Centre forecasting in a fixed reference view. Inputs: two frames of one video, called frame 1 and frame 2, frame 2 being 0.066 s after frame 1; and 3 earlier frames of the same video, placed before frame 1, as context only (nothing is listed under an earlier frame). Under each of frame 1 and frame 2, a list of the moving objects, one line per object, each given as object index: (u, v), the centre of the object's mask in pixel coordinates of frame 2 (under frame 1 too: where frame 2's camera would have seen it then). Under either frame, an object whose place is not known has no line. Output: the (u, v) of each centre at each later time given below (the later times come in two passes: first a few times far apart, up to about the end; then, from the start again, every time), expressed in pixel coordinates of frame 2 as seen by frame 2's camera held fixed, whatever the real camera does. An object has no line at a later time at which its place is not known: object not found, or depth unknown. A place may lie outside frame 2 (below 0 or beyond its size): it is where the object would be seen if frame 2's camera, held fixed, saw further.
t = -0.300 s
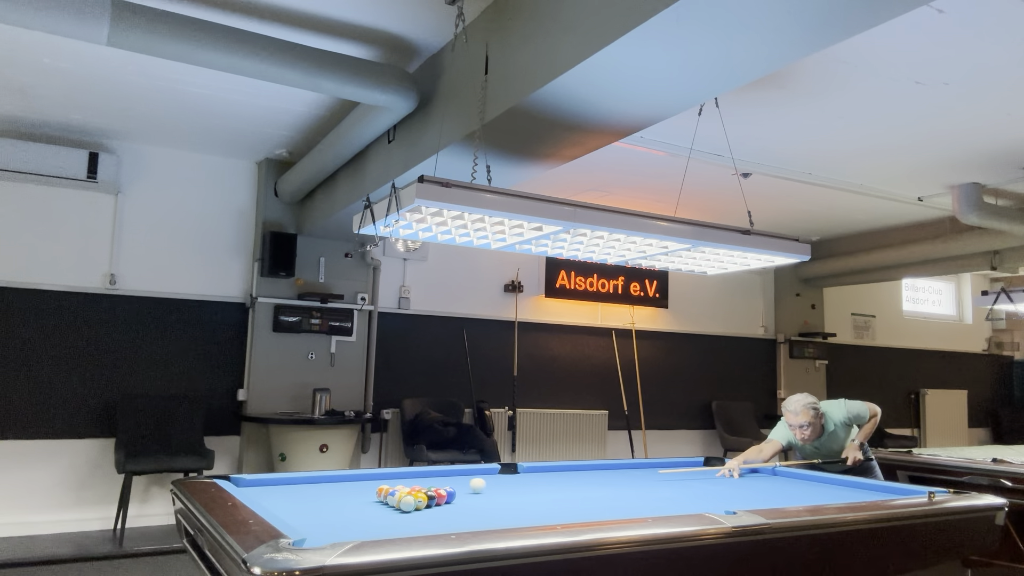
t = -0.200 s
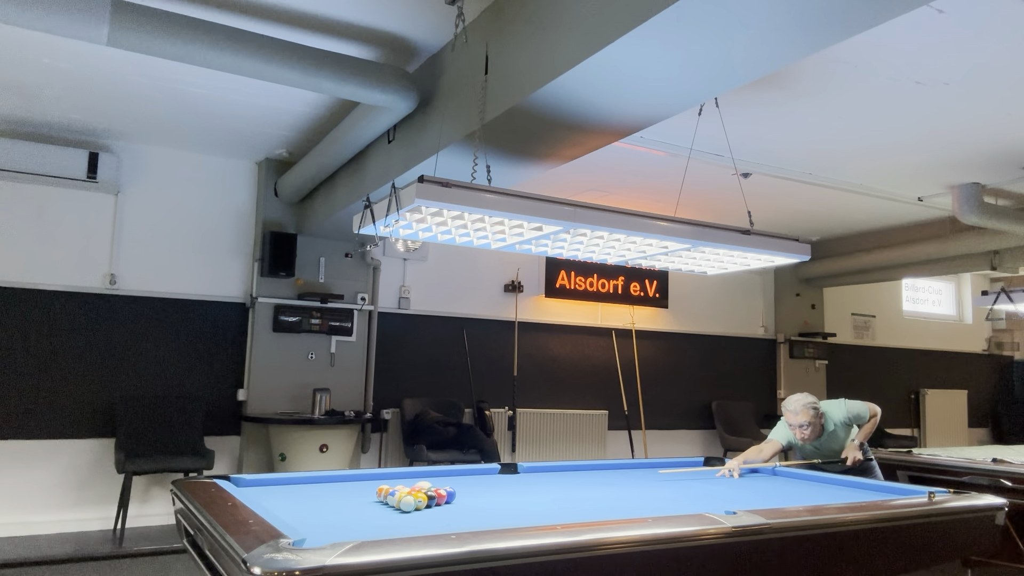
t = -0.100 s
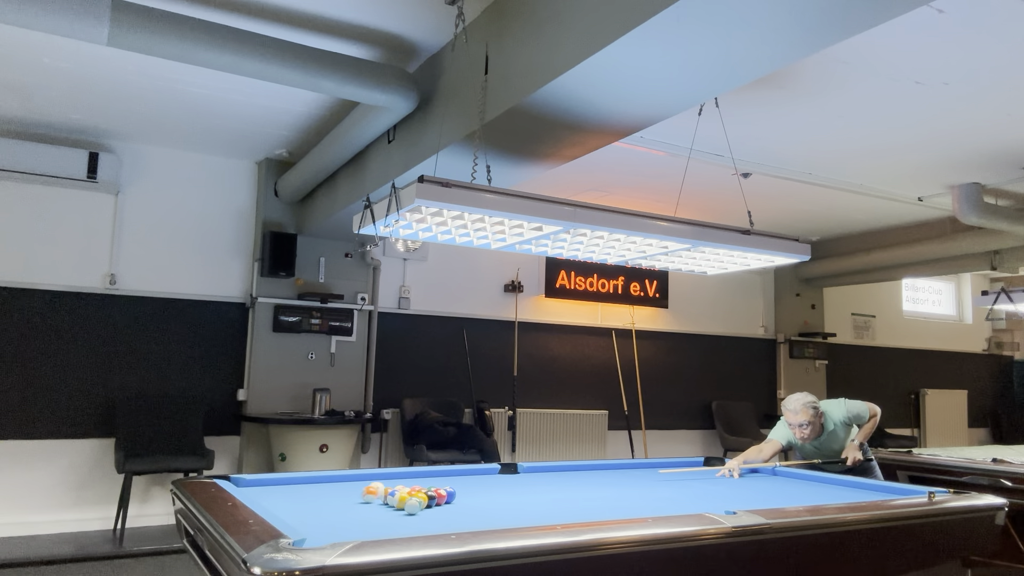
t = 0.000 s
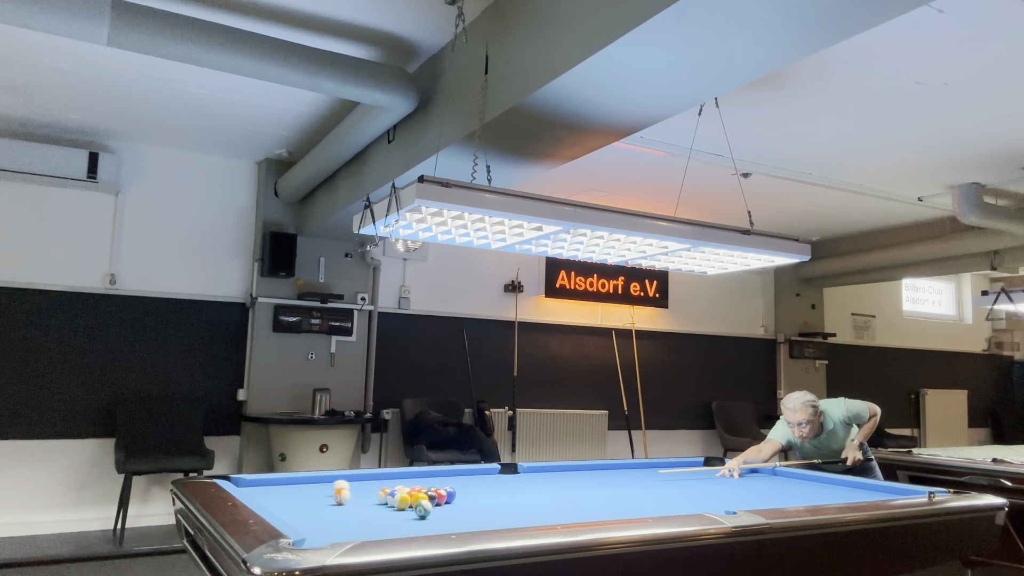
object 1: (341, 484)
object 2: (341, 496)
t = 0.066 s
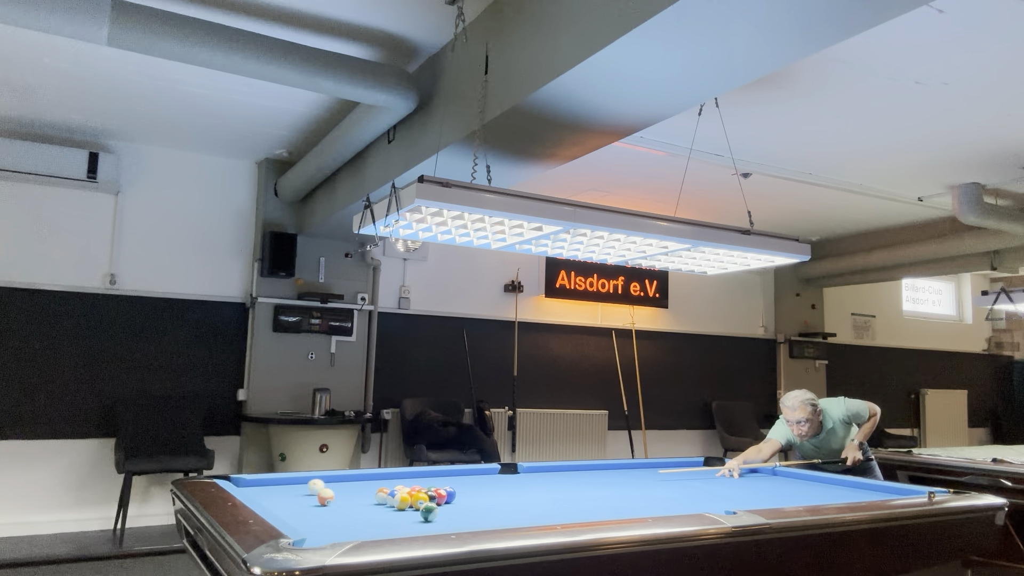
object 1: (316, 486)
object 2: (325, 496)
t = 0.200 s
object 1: (266, 485)
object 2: (295, 498)
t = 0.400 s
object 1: (256, 481)
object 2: (268, 499)
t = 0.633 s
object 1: (297, 481)
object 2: (296, 496)
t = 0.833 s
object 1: (331, 483)
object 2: (318, 495)
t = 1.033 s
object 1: (363, 483)
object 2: (339, 493)
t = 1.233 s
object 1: (395, 483)
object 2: (357, 491)
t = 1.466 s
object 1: (432, 483)
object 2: (380, 487)
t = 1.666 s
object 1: (462, 487)
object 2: (393, 485)
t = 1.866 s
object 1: (492, 489)
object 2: (409, 483)
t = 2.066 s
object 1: (521, 490)
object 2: (423, 483)
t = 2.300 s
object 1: (554, 491)
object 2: (437, 481)
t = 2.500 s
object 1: (581, 492)
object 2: (447, 482)
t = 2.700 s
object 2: (458, 482)
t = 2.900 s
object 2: (466, 481)
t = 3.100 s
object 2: (475, 481)
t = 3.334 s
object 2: (484, 480)
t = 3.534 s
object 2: (491, 479)
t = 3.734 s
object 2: (497, 479)
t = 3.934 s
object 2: (502, 479)
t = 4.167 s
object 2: (508, 478)
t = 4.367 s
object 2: (512, 478)
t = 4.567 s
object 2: (515, 478)
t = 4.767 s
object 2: (518, 478)
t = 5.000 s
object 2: (521, 478)
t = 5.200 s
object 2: (522, 477)
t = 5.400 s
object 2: (523, 478)
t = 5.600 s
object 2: (523, 478)
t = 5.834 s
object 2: (523, 478)
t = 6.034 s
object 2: (523, 478)
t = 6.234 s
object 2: (523, 478)
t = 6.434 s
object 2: (523, 478)
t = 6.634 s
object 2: (523, 478)
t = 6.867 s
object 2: (523, 478)
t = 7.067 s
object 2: (523, 478)
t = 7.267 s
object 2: (523, 478)
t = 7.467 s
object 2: (523, 478)
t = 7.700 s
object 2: (523, 477)
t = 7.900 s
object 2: (523, 477)
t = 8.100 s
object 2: (523, 477)
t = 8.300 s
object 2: (523, 477)
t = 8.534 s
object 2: (523, 477)
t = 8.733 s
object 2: (523, 477)
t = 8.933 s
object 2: (523, 477)
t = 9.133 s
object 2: (523, 478)
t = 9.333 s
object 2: (523, 478)
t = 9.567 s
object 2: (523, 478)
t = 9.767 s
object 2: (523, 478)
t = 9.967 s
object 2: (523, 478)
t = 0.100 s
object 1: (303, 486)
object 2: (317, 497)
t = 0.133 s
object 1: (290, 486)
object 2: (310, 498)
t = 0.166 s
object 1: (278, 485)
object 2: (302, 498)
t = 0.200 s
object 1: (266, 485)
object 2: (295, 498)
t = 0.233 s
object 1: (253, 485)
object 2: (287, 499)
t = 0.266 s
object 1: (242, 483)
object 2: (279, 499)
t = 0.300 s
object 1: (240, 482)
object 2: (271, 499)
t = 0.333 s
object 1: (245, 482)
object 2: (264, 498)
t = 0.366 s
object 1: (250, 481)
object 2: (264, 498)
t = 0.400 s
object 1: (256, 481)
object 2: (268, 499)
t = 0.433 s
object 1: (262, 481)
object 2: (272, 499)
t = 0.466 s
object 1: (268, 481)
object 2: (276, 498)
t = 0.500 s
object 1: (274, 482)
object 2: (280, 498)
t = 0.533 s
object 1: (280, 481)
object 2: (284, 497)
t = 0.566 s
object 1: (285, 481)
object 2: (288, 497)
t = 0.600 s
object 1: (291, 481)
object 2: (292, 497)
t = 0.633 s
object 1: (297, 481)
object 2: (296, 496)
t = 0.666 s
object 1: (302, 481)
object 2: (300, 496)
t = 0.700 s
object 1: (308, 481)
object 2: (304, 496)
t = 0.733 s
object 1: (314, 482)
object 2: (307, 496)
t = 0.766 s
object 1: (320, 482)
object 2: (311, 495)
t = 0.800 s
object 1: (325, 483)
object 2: (314, 495)
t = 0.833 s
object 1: (331, 483)
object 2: (318, 495)
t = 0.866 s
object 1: (336, 483)
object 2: (322, 494)
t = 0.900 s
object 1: (342, 483)
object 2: (325, 494)
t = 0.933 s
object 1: (347, 483)
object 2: (329, 493)
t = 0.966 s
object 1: (352, 483)
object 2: (333, 493)
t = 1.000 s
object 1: (358, 483)
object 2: (336, 493)
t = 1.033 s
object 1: (363, 483)
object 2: (339, 493)
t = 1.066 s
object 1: (368, 483)
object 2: (342, 492)
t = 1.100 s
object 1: (375, 482)
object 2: (345, 492)
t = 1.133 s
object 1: (380, 484)
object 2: (349, 492)
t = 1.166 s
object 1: (385, 484)
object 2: (352, 492)
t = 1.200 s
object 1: (390, 484)
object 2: (355, 491)
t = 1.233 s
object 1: (395, 483)
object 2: (357, 491)
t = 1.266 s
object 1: (400, 482)
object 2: (359, 490)
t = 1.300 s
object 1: (407, 482)
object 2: (362, 489)
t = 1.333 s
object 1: (411, 483)
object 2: (365, 488)
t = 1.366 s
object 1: (417, 483)
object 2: (369, 487)
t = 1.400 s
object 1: (422, 483)
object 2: (373, 486)
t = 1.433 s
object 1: (427, 483)
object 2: (378, 486)
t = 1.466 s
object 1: (432, 483)
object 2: (380, 487)
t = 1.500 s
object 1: (437, 483)
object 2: (382, 488)
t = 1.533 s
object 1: (442, 483)
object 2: (384, 488)
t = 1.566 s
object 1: (447, 483)
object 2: (386, 488)
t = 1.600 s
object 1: (454, 484)
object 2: (388, 487)
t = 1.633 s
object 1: (458, 486)
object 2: (390, 486)
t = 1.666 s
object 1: (462, 487)
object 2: (393, 485)
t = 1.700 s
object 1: (468, 488)
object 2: (396, 484)
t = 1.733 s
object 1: (472, 488)
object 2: (399, 484)
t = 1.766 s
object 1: (477, 488)
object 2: (402, 483)
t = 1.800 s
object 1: (482, 488)
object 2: (404, 483)
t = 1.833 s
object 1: (487, 488)
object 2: (407, 483)
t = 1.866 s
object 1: (492, 489)
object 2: (409, 483)
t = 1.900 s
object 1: (497, 489)
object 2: (411, 483)
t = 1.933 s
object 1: (502, 489)
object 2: (413, 483)
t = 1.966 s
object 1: (507, 489)
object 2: (416, 483)
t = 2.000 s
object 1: (512, 489)
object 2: (419, 483)
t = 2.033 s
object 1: (516, 490)
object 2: (421, 483)
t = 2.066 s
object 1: (521, 490)
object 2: (423, 483)
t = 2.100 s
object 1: (526, 490)
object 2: (425, 482)
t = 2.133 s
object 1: (531, 490)
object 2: (427, 482)
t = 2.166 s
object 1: (535, 491)
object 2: (429, 482)
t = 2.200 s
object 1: (540, 491)
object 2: (430, 483)
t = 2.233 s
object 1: (545, 491)
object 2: (433, 482)
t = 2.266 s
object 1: (549, 491)
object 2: (434, 482)
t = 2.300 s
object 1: (554, 491)
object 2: (437, 481)
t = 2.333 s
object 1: (559, 491)
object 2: (439, 482)
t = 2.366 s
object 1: (563, 492)
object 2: (440, 482)
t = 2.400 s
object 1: (568, 492)
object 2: (442, 482)
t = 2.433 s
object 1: (572, 492)
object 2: (444, 482)
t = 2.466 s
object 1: (577, 492)
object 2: (445, 482)
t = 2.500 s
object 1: (581, 492)
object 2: (447, 482)
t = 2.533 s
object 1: (586, 493)
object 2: (449, 481)
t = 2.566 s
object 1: (590, 493)
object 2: (451, 481)
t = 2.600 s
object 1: (595, 493)
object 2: (453, 482)
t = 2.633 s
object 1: (600, 493)
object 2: (454, 482)
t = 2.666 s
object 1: (604, 493)
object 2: (456, 482)
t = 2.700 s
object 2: (458, 482)
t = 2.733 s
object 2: (459, 482)
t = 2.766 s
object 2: (461, 482)
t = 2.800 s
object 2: (462, 482)
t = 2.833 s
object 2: (464, 482)
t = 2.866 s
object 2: (465, 482)
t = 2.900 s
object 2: (466, 481)
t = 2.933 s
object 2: (468, 481)
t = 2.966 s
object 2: (470, 481)
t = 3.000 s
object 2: (471, 481)
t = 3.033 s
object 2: (472, 481)
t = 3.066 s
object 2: (474, 481)
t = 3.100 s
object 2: (475, 481)
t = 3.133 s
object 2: (476, 481)
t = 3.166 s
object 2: (477, 481)
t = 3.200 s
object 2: (479, 481)
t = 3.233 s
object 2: (480, 481)
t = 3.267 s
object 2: (481, 481)
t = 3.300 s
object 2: (483, 480)
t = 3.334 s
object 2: (484, 480)
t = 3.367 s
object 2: (485, 480)
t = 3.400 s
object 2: (486, 480)
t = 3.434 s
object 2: (487, 480)
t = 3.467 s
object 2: (488, 480)
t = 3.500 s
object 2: (490, 479)
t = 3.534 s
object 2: (491, 479)
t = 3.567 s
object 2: (492, 479)
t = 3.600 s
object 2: (493, 479)
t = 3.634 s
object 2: (494, 479)
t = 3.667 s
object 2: (495, 479)
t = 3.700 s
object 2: (496, 479)
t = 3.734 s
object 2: (497, 479)
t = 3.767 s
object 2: (498, 479)
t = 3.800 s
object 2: (499, 479)
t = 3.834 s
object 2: (500, 479)
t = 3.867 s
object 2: (500, 479)
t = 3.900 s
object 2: (501, 479)
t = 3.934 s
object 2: (502, 479)
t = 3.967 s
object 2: (503, 479)
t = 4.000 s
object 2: (504, 479)
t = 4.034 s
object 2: (505, 479)
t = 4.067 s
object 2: (506, 479)
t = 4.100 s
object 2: (507, 478)
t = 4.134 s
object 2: (507, 479)
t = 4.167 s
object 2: (508, 478)
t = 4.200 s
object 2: (509, 478)
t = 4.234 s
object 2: (510, 478)
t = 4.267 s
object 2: (510, 478)
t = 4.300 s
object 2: (511, 478)
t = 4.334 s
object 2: (511, 478)
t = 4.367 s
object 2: (512, 478)
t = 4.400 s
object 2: (513, 478)
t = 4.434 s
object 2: (513, 478)
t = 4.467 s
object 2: (514, 478)
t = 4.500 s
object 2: (514, 478)
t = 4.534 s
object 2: (515, 478)
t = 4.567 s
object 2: (515, 478)
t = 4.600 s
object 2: (516, 478)
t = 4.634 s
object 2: (516, 478)
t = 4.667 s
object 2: (517, 478)
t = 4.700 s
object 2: (517, 478)
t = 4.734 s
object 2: (518, 478)
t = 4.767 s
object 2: (518, 478)
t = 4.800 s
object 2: (519, 478)
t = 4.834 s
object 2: (519, 478)
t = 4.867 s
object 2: (519, 478)
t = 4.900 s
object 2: (520, 478)
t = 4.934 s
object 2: (520, 478)
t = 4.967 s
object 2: (520, 478)
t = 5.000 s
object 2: (521, 478)
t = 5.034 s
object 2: (521, 478)
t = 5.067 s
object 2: (521, 478)
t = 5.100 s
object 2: (522, 478)
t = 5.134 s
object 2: (522, 478)
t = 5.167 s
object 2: (522, 478)
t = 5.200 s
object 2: (522, 477)
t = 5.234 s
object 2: (523, 478)
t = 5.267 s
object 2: (523, 478)
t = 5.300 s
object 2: (523, 478)
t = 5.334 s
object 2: (523, 478)
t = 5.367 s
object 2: (523, 478)
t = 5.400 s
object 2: (523, 478)
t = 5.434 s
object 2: (523, 478)
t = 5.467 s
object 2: (523, 478)
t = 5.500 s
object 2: (523, 478)
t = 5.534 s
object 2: (523, 478)
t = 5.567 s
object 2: (523, 478)
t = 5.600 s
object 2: (523, 478)
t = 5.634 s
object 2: (523, 478)
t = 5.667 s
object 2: (523, 478)
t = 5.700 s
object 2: (523, 478)
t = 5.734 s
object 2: (523, 478)
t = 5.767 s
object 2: (523, 478)
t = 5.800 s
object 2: (523, 478)
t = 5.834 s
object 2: (523, 478)
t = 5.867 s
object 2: (523, 478)
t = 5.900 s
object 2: (523, 477)
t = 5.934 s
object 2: (523, 478)
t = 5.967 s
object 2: (523, 478)
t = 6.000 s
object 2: (523, 478)
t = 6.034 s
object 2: (523, 478)
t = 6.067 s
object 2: (523, 477)
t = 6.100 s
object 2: (523, 477)
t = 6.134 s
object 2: (523, 478)
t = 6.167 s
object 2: (523, 478)
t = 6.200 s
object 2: (523, 477)
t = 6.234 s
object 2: (523, 478)
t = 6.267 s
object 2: (523, 478)
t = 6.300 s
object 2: (523, 478)
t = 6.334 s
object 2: (523, 477)
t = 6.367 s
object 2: (523, 478)
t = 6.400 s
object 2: (523, 478)
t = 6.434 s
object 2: (523, 478)
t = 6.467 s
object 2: (523, 477)
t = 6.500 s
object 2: (523, 478)
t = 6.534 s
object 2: (523, 477)
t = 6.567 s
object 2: (523, 478)
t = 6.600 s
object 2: (523, 478)
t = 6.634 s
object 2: (523, 478)
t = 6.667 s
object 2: (523, 478)
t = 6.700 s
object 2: (523, 478)
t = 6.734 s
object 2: (523, 478)
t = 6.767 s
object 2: (523, 478)
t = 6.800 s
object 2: (523, 478)
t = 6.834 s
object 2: (523, 478)
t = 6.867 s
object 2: (523, 478)
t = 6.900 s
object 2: (523, 478)
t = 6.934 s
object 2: (523, 478)
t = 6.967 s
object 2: (523, 478)
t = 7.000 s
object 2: (523, 478)
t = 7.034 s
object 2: (523, 478)
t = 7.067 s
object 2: (523, 478)
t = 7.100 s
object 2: (523, 478)
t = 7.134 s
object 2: (523, 478)
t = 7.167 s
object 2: (523, 478)
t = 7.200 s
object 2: (523, 478)
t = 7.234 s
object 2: (523, 478)
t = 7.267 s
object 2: (523, 478)
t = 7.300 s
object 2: (523, 478)
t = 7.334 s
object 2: (523, 478)
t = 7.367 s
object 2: (523, 478)
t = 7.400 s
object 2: (523, 478)
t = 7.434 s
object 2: (523, 478)
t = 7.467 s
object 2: (523, 478)
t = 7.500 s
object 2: (523, 478)
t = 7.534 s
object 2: (523, 478)
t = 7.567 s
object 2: (523, 478)
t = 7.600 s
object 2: (523, 477)
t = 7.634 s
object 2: (523, 477)
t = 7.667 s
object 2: (523, 477)
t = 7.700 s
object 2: (523, 477)
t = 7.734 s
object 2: (523, 477)
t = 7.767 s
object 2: (523, 477)
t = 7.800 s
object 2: (523, 477)
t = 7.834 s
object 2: (523, 477)
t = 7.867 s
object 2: (523, 477)
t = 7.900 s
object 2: (523, 477)
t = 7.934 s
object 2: (523, 477)
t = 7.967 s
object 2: (523, 477)
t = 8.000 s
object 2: (523, 477)
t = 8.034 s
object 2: (523, 477)
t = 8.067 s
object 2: (523, 477)
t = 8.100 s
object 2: (523, 477)
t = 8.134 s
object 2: (523, 477)
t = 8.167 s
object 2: (523, 477)
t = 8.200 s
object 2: (523, 478)
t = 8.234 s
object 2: (523, 477)
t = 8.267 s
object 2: (523, 477)
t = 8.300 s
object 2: (523, 477)
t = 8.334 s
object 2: (523, 477)
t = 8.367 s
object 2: (523, 477)
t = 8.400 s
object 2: (523, 477)
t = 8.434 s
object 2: (523, 477)
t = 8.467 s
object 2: (523, 478)
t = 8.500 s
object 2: (523, 477)
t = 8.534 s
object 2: (523, 477)
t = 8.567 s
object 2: (523, 477)
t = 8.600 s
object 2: (523, 478)
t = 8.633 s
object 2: (523, 477)
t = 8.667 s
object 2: (523, 478)
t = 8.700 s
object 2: (523, 477)
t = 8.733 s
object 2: (523, 477)
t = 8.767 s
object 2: (523, 478)
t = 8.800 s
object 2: (523, 477)
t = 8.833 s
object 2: (523, 477)
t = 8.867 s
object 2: (523, 478)
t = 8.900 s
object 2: (523, 478)
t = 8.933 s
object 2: (523, 477)
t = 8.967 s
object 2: (523, 478)
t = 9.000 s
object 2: (523, 478)
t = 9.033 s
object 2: (523, 477)
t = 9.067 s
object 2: (523, 478)
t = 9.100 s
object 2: (523, 478)
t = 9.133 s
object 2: (523, 478)
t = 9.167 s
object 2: (523, 478)
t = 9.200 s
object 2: (523, 478)
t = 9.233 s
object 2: (523, 478)
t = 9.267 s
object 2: (523, 477)
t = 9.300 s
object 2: (523, 478)
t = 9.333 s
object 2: (523, 478)
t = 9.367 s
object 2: (523, 478)
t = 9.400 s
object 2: (523, 478)
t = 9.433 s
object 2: (523, 478)
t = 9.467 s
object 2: (523, 477)
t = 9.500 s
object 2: (523, 478)
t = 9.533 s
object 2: (523, 478)
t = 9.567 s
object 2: (523, 478)
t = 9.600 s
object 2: (523, 478)
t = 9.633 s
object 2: (523, 478)
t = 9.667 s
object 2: (523, 478)
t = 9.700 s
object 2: (523, 478)
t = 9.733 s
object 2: (523, 478)
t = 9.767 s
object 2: (523, 478)
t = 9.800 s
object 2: (523, 478)
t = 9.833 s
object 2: (523, 478)
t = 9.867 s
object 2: (523, 478)
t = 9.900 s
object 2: (523, 478)
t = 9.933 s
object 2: (523, 478)
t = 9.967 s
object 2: (523, 478)
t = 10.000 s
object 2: (523, 478)
